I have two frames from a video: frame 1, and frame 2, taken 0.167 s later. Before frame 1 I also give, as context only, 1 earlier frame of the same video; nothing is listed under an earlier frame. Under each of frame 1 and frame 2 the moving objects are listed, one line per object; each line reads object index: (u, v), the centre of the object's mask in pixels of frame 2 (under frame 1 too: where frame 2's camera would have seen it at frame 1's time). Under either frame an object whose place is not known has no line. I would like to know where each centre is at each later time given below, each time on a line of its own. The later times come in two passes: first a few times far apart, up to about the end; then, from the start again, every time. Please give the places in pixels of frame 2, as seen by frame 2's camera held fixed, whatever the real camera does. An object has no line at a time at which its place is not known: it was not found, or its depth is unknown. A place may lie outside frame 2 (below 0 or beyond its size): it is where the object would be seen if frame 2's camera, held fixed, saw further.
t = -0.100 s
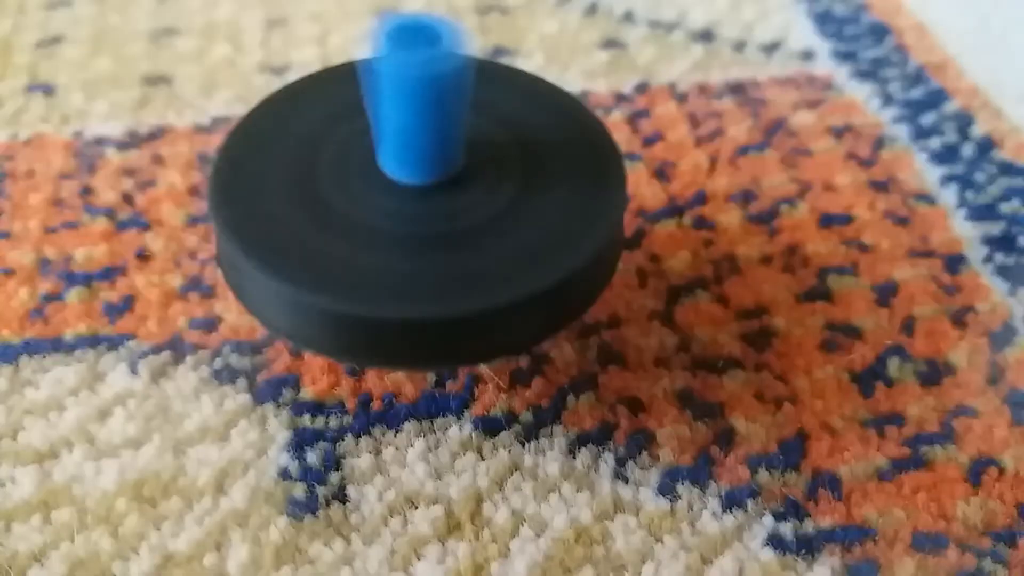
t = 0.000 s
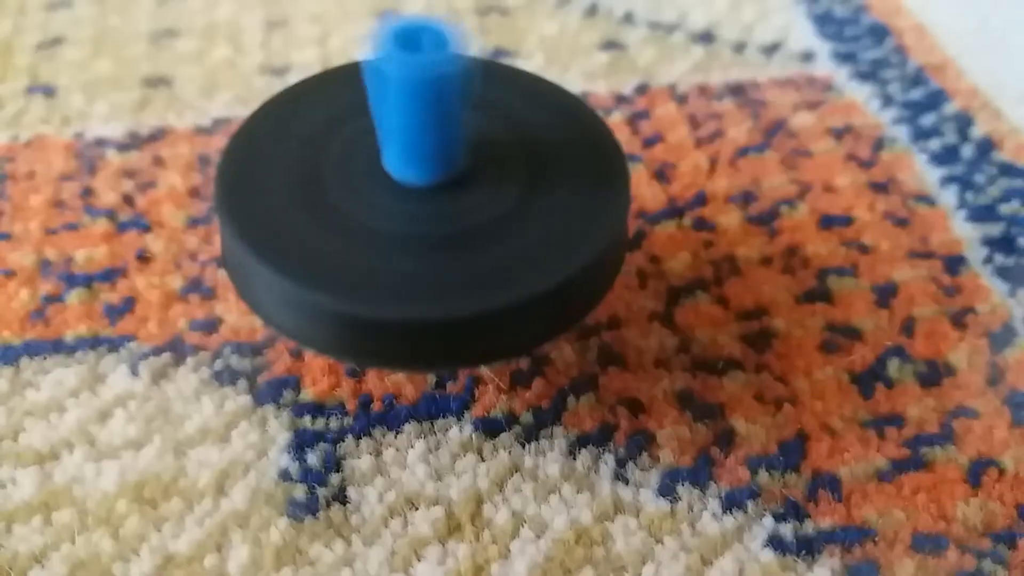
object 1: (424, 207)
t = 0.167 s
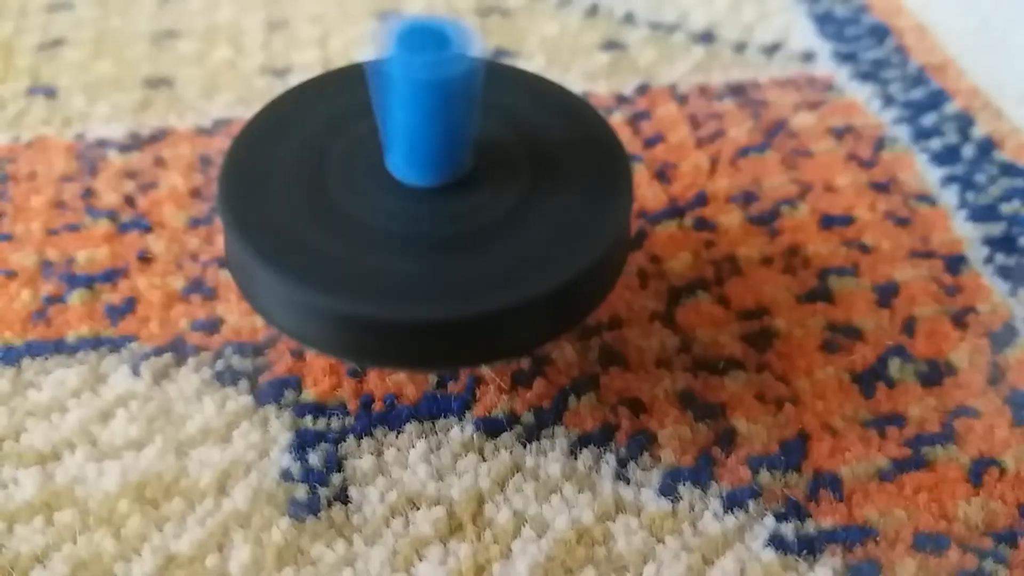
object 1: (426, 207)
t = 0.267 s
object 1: (429, 204)
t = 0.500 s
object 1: (441, 196)
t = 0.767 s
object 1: (459, 180)
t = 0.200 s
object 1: (426, 207)
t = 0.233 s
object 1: (428, 206)
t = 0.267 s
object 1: (429, 204)
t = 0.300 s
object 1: (430, 203)
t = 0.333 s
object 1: (430, 200)
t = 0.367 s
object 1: (433, 199)
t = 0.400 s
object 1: (434, 199)
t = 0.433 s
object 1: (436, 198)
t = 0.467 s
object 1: (438, 197)
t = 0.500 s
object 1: (441, 196)
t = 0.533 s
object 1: (444, 195)
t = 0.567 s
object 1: (448, 193)
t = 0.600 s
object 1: (452, 191)
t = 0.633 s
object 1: (456, 189)
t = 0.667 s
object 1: (457, 186)
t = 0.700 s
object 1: (458, 184)
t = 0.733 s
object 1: (459, 182)
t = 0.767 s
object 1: (459, 180)
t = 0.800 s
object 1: (460, 179)
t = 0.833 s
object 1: (461, 177)
